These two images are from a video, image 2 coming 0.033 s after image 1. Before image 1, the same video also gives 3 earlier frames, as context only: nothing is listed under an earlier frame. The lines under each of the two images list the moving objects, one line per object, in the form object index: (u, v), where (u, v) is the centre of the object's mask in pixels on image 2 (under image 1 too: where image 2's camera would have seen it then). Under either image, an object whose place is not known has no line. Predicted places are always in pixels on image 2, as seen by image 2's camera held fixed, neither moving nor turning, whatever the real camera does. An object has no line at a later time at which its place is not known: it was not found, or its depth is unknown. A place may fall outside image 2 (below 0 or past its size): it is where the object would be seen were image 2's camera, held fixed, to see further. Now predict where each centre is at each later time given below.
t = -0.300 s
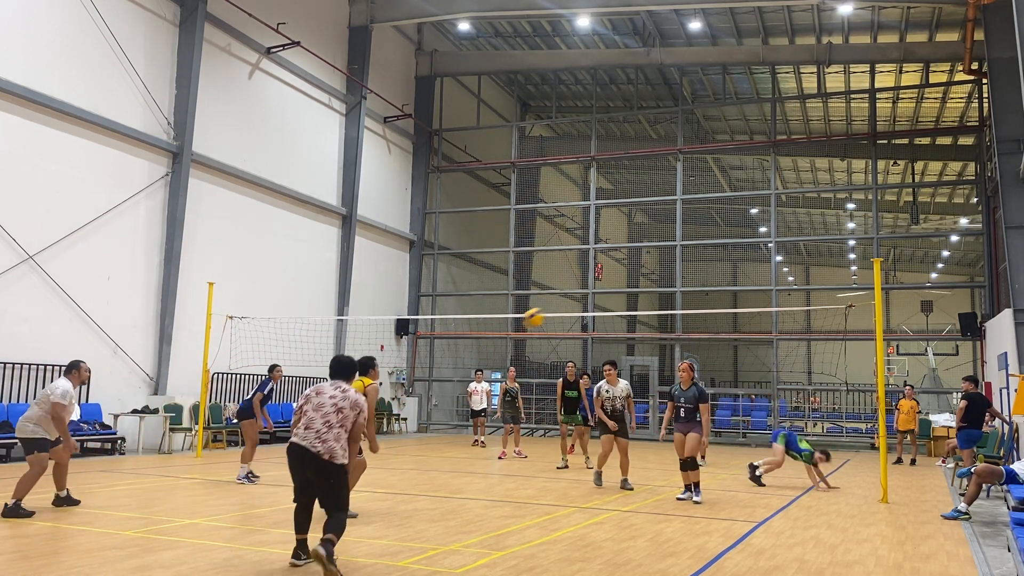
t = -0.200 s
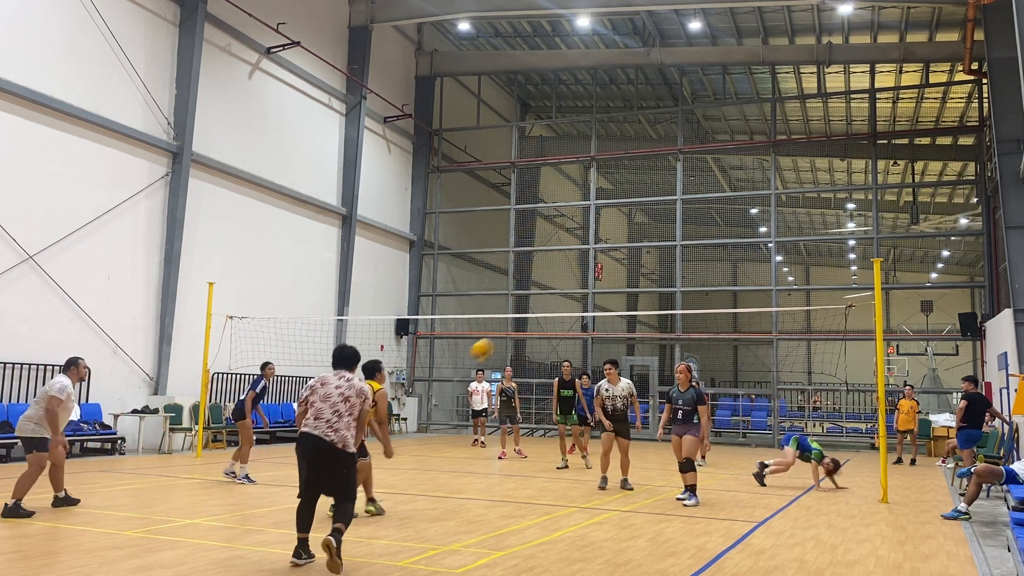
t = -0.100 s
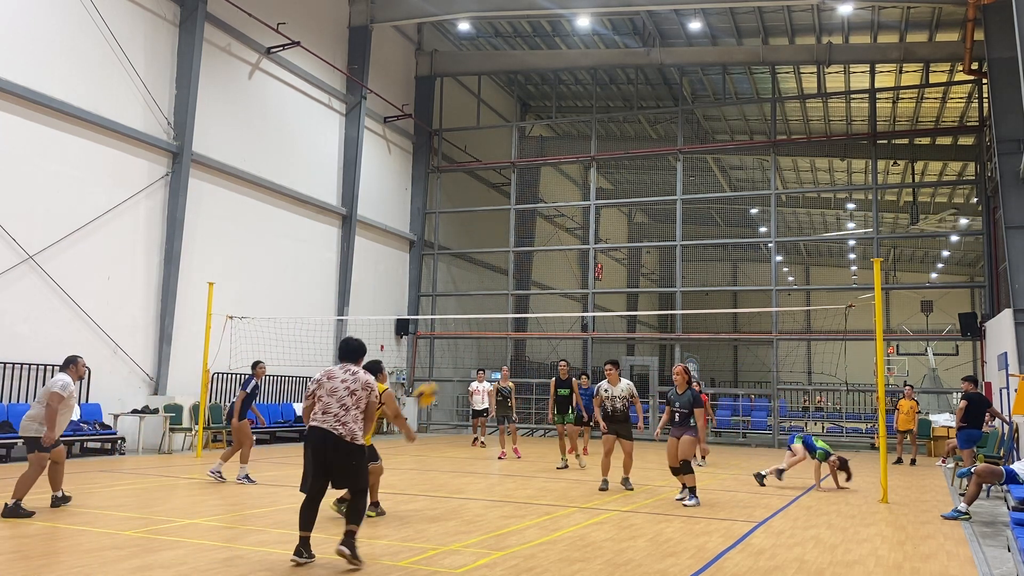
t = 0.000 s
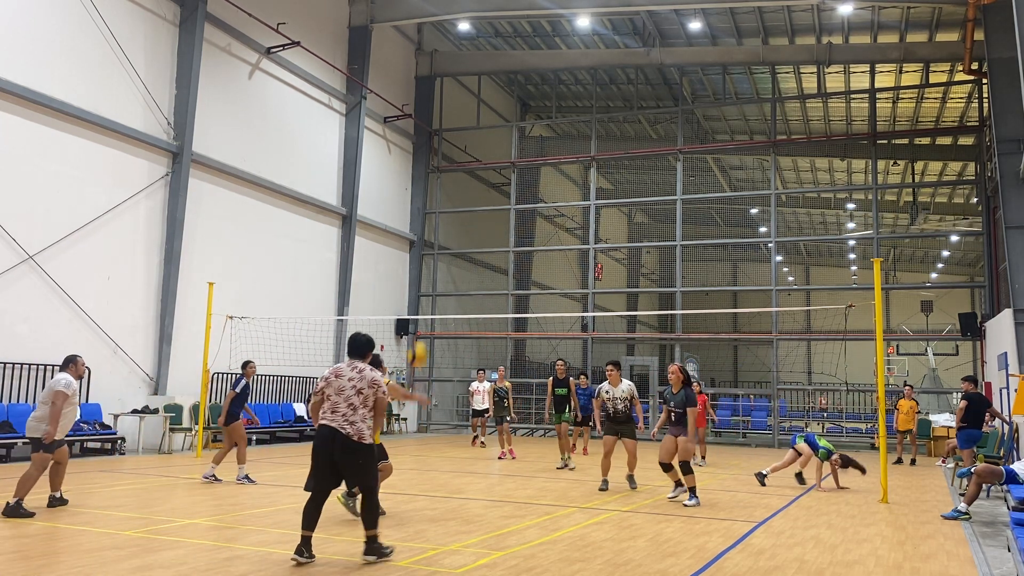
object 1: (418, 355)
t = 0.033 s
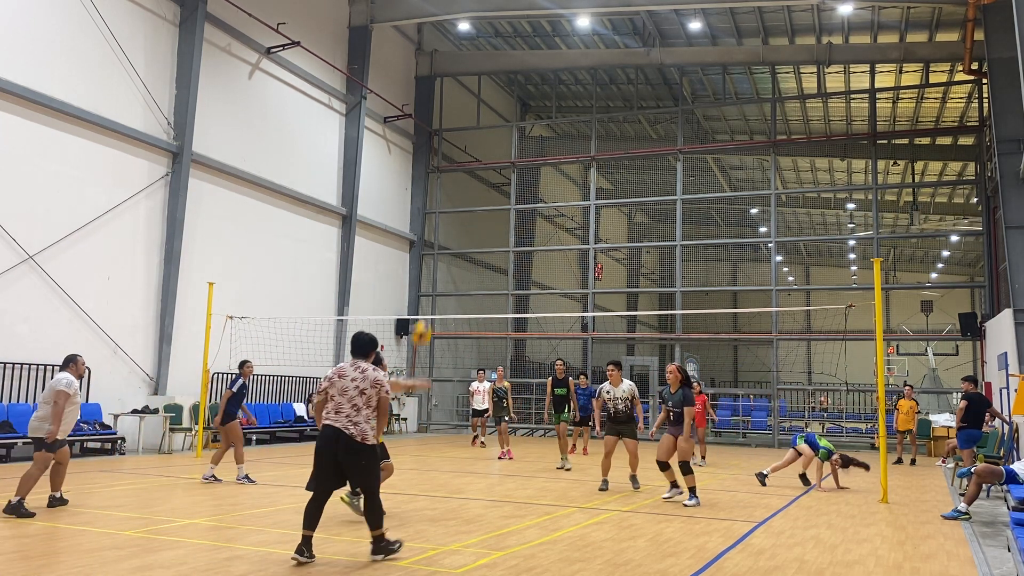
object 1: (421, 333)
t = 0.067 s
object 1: (425, 313)
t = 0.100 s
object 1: (428, 296)
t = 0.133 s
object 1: (432, 278)
